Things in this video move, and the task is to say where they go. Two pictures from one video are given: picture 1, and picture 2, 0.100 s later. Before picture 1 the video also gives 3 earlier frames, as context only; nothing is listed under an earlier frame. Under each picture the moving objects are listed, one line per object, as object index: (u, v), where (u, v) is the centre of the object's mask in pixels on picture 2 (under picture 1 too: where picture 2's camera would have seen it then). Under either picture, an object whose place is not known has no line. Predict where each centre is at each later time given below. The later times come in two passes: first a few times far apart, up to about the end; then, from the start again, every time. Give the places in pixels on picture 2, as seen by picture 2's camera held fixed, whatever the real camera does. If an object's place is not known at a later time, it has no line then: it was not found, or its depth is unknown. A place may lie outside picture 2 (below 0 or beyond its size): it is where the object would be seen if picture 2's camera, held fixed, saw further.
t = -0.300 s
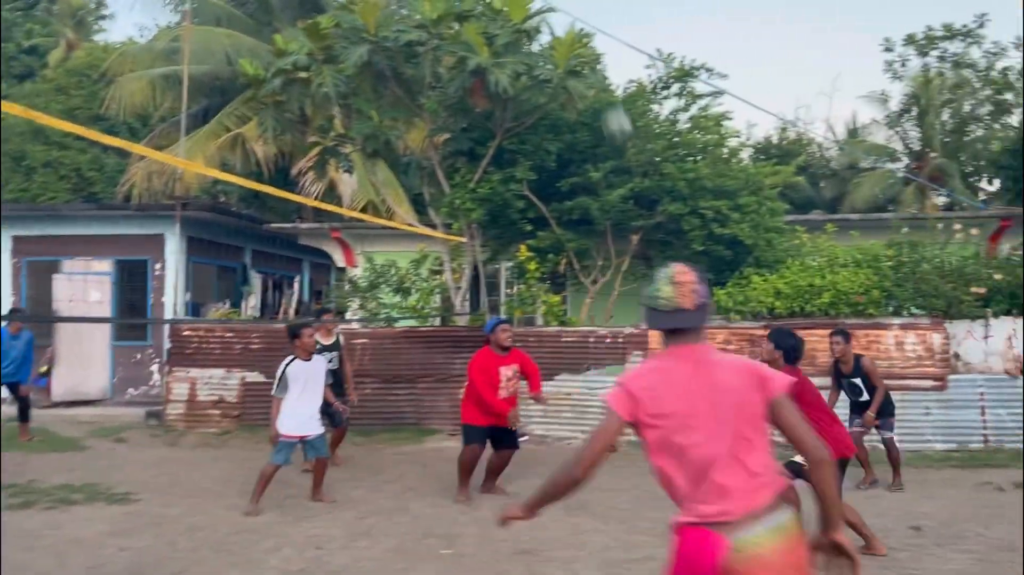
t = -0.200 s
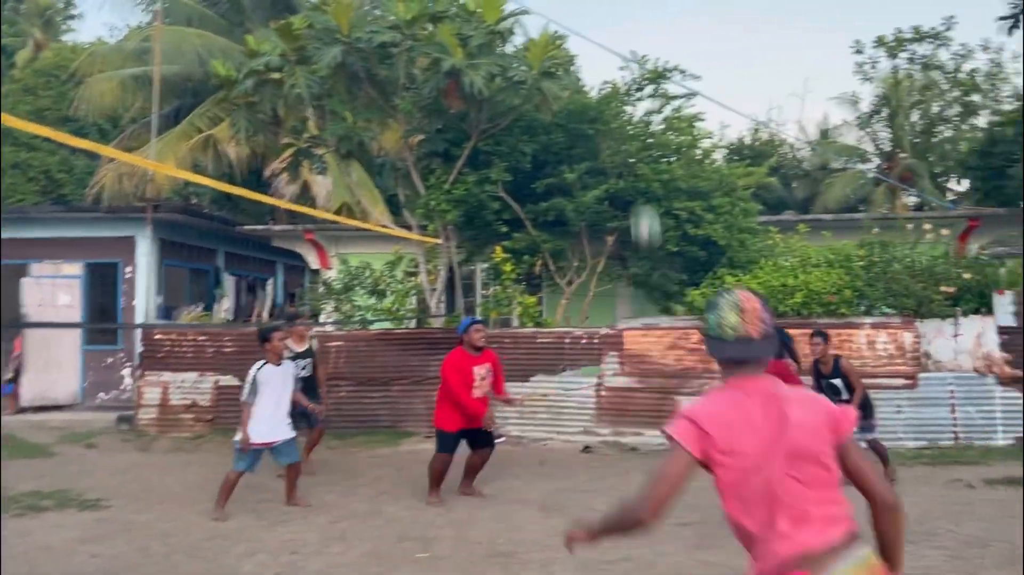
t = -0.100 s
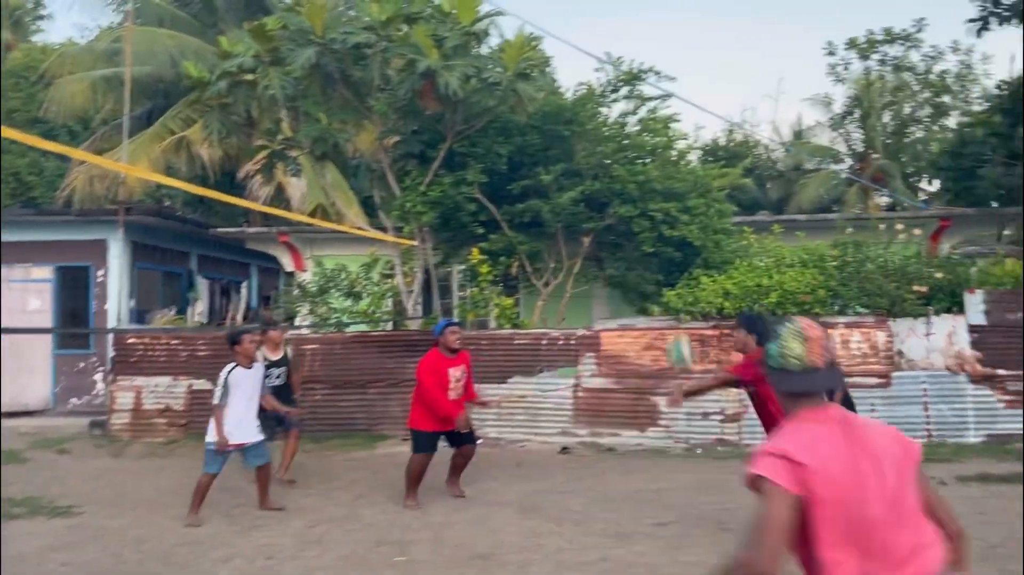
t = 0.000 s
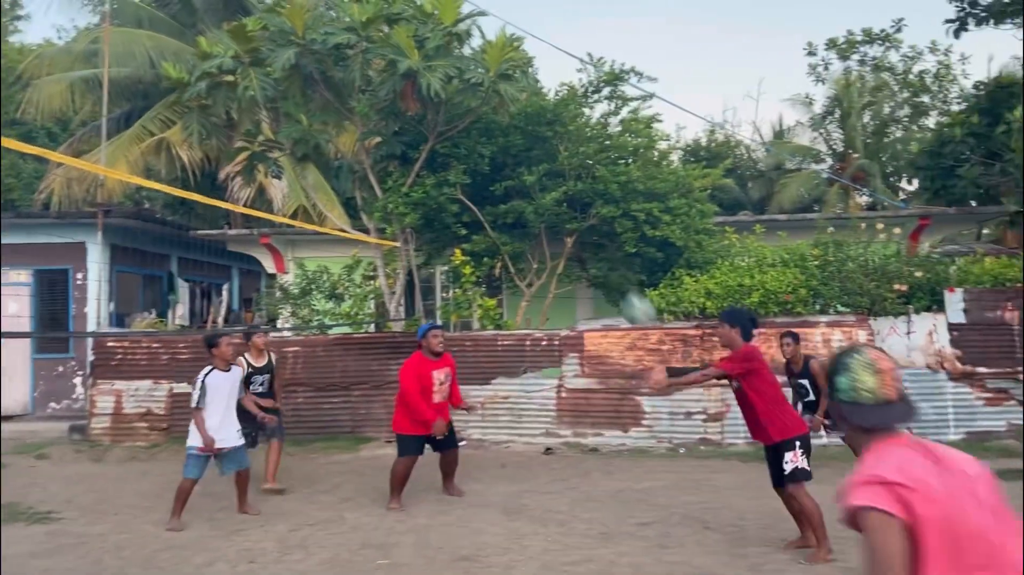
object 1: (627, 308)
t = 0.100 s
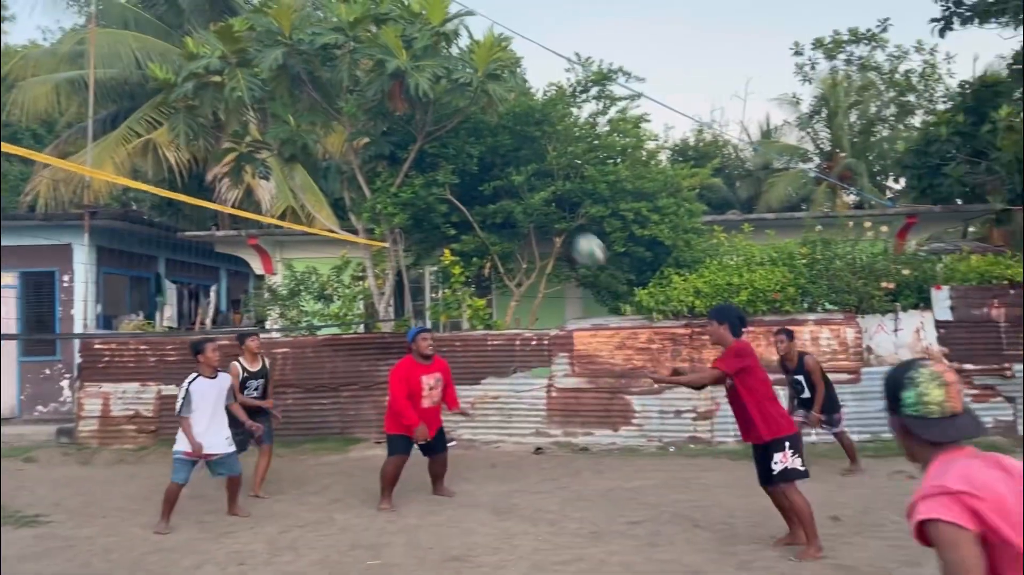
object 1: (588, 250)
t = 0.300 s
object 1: (520, 179)
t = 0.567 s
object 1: (437, 174)
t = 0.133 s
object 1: (577, 234)
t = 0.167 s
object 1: (565, 219)
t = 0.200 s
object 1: (554, 207)
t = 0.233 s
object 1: (542, 196)
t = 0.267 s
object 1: (531, 187)
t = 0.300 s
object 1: (520, 179)
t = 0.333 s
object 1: (508, 173)
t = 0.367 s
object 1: (498, 169)
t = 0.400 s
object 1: (487, 166)
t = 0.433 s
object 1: (477, 165)
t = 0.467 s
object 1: (467, 165)
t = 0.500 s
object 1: (457, 166)
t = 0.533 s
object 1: (446, 170)
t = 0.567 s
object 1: (437, 174)
